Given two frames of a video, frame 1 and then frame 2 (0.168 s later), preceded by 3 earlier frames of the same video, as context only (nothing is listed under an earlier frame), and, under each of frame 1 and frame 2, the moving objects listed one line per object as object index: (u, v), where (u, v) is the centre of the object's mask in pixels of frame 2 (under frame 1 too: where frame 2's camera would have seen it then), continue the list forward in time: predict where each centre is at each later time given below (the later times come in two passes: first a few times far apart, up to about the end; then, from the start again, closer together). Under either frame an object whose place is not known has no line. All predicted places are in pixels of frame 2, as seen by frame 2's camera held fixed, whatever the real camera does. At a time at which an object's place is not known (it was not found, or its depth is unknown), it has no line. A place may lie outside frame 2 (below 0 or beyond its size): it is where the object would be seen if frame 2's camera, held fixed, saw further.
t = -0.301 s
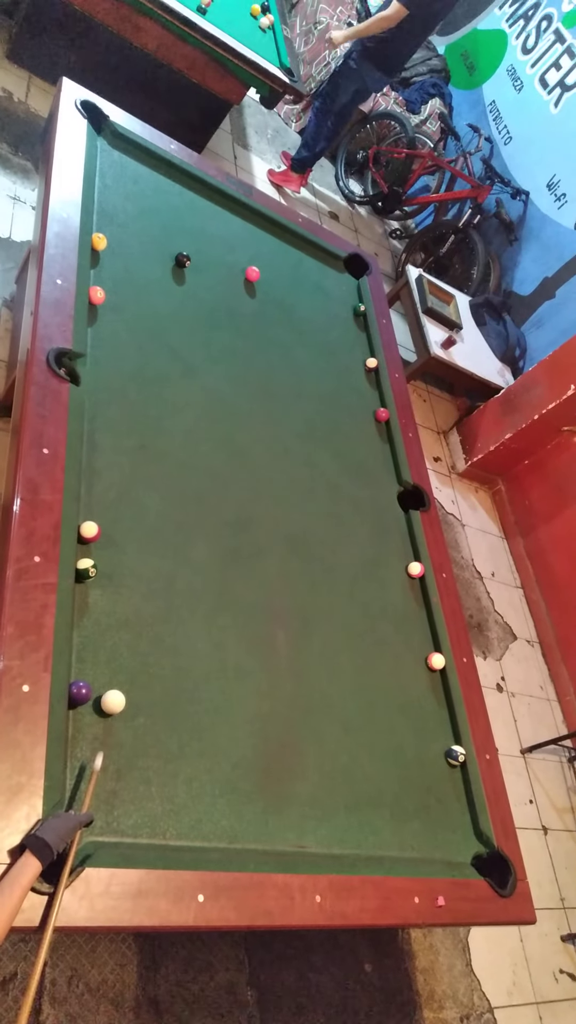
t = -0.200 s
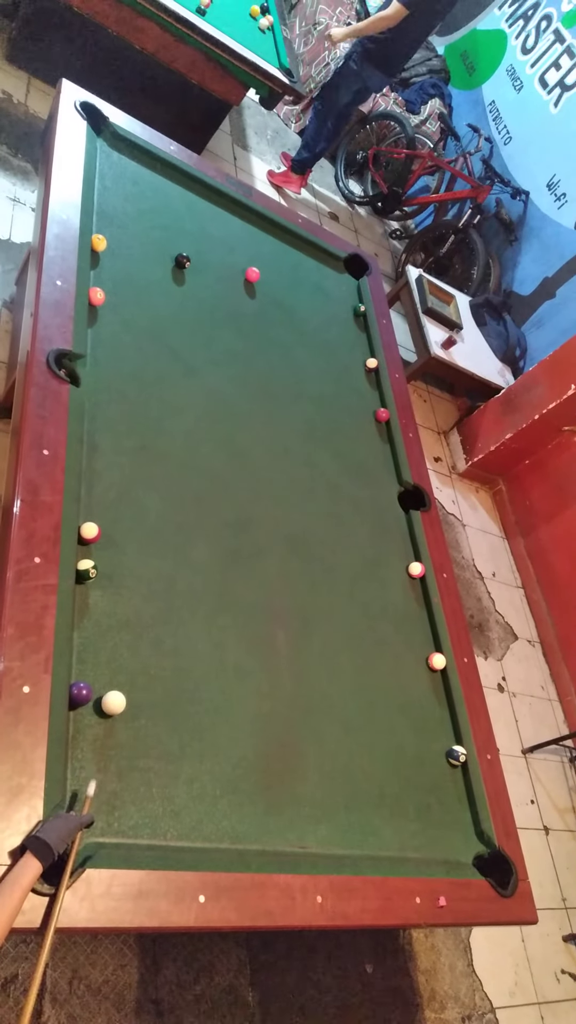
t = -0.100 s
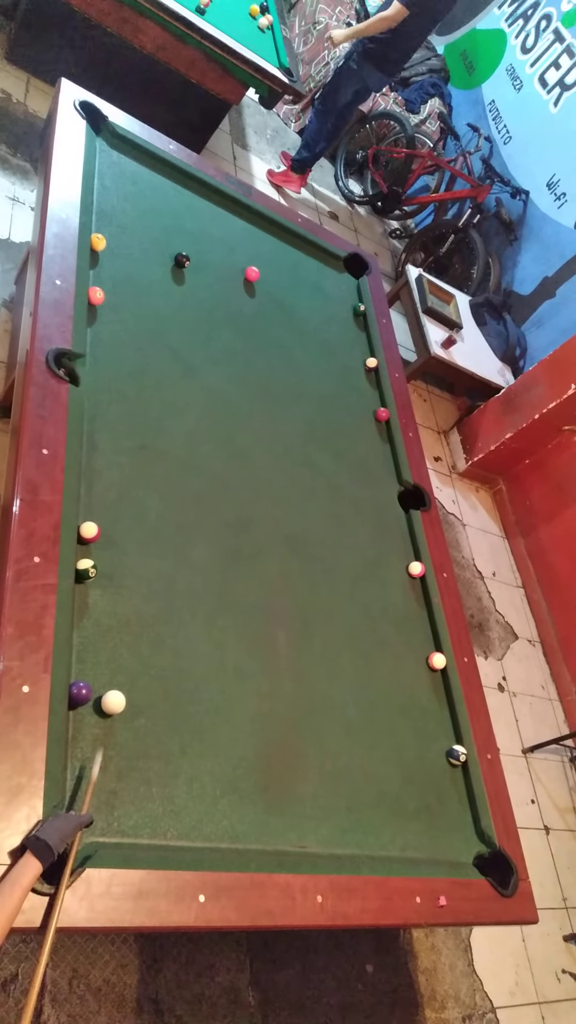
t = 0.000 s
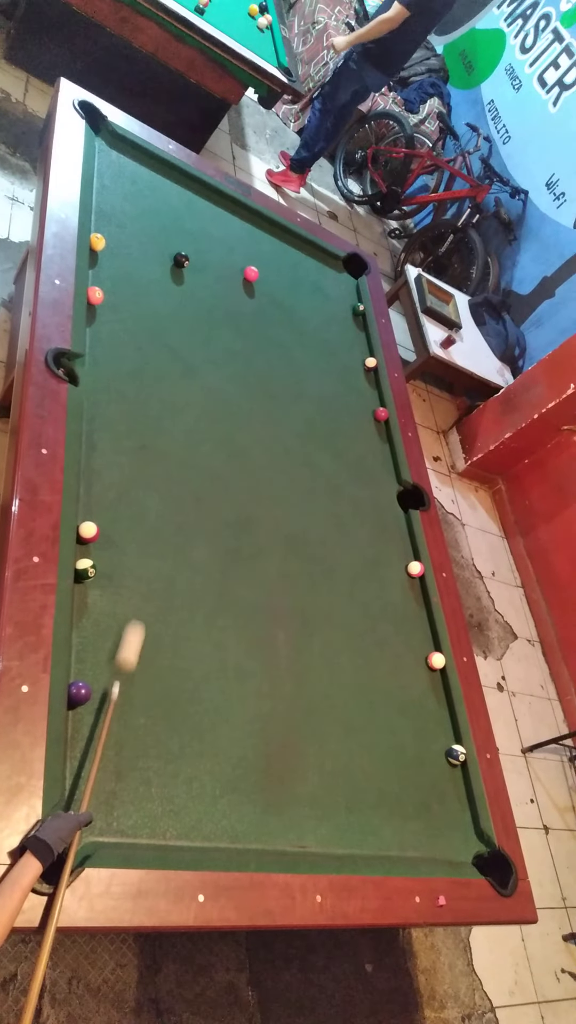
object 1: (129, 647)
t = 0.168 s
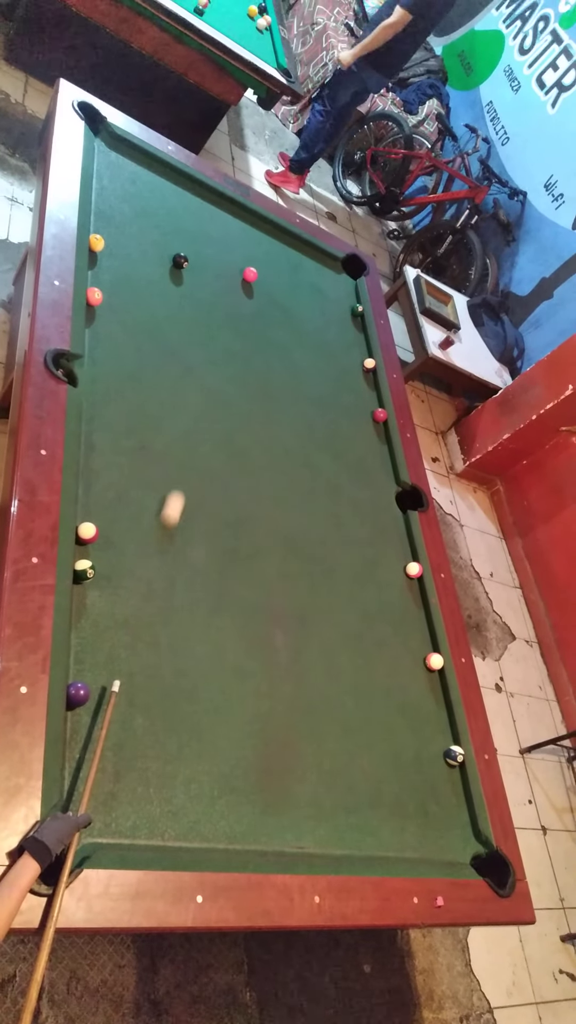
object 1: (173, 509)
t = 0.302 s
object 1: (197, 429)
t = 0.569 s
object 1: (234, 305)
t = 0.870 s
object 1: (209, 224)
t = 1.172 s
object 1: (180, 185)
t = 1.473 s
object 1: (158, 198)
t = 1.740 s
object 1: (137, 210)
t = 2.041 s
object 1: (111, 223)
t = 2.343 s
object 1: (99, 234)
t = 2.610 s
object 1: (104, 241)
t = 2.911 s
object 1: (109, 247)
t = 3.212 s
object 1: (114, 251)
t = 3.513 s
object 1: (116, 253)
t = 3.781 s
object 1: (116, 253)
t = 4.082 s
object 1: (115, 252)
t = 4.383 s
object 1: (115, 252)
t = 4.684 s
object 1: (115, 252)
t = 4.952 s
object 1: (115, 252)
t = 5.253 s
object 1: (115, 252)
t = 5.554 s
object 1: (115, 252)
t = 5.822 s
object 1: (115, 252)
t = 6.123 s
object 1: (116, 252)
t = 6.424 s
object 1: (116, 252)
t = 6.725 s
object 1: (115, 252)
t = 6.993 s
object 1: (116, 252)
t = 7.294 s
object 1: (115, 252)
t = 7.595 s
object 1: (115, 252)
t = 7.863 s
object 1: (115, 252)
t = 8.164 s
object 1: (115, 252)
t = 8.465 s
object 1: (116, 252)
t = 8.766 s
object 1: (116, 253)
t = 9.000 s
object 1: (116, 253)
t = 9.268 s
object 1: (117, 253)
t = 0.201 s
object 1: (180, 487)
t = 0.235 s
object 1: (186, 467)
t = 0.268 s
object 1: (192, 447)
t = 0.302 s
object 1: (197, 429)
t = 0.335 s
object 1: (202, 411)
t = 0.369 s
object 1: (208, 394)
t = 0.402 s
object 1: (213, 378)
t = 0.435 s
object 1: (217, 362)
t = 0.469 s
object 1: (222, 347)
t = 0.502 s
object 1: (226, 332)
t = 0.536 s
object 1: (230, 319)
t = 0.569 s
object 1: (234, 305)
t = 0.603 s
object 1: (238, 293)
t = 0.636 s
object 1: (241, 281)
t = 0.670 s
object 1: (238, 272)
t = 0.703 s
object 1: (231, 264)
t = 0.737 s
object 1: (226, 257)
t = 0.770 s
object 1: (221, 249)
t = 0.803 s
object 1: (217, 240)
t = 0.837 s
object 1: (213, 232)
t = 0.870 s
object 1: (209, 224)
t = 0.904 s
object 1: (206, 217)
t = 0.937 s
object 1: (202, 209)
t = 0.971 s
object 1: (198, 201)
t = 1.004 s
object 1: (194, 193)
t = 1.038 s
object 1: (191, 186)
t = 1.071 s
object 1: (188, 181)
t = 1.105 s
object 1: (185, 182)
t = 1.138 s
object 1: (182, 183)
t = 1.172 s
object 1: (180, 185)
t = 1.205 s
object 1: (178, 186)
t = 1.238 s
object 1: (175, 188)
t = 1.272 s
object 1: (173, 189)
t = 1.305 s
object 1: (170, 191)
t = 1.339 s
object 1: (168, 192)
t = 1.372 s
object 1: (165, 194)
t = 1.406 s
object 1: (163, 195)
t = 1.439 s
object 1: (160, 197)
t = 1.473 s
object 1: (158, 198)
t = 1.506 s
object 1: (155, 200)
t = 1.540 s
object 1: (152, 201)
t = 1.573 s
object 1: (150, 203)
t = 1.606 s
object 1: (147, 204)
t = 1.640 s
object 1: (145, 205)
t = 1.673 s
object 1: (142, 207)
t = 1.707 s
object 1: (139, 209)
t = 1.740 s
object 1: (137, 210)
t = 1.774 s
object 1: (134, 211)
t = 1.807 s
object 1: (131, 213)
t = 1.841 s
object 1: (129, 214)
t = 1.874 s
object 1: (126, 216)
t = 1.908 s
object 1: (123, 217)
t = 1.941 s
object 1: (120, 219)
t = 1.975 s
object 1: (117, 220)
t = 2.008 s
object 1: (115, 222)
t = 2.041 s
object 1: (111, 223)
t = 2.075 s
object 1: (109, 225)
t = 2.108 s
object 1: (106, 226)
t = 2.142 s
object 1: (103, 228)
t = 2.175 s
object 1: (101, 228)
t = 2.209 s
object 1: (98, 229)
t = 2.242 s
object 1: (97, 230)
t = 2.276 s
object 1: (97, 231)
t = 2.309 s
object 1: (98, 233)
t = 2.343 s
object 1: (99, 234)
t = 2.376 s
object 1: (99, 235)
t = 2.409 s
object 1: (100, 236)
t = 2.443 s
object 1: (101, 237)
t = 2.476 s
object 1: (102, 238)
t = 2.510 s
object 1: (102, 239)
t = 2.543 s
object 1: (103, 240)
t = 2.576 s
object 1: (103, 240)
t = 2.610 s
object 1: (104, 241)
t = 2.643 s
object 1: (105, 242)
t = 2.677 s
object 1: (105, 243)
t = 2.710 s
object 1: (106, 243)
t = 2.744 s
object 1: (107, 244)
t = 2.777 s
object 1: (107, 245)
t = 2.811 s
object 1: (108, 245)
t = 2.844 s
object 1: (108, 246)
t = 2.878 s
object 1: (109, 246)
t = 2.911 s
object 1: (109, 247)
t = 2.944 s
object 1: (110, 248)
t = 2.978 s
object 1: (111, 248)
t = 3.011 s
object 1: (111, 249)
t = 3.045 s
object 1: (112, 249)
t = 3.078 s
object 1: (112, 249)
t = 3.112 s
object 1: (113, 250)
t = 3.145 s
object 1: (113, 250)
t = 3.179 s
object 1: (113, 251)
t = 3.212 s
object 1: (114, 251)
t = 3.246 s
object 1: (114, 251)
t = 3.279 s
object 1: (114, 252)
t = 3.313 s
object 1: (115, 252)
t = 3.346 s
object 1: (115, 252)
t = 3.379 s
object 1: (116, 253)
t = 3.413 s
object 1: (116, 253)
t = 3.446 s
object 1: (116, 253)
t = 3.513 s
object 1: (116, 253)
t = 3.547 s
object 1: (116, 254)
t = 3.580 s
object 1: (116, 254)
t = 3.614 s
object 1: (116, 254)
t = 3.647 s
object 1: (116, 254)
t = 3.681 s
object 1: (116, 254)
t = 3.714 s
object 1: (116, 253)
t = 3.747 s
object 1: (116, 254)
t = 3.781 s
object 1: (116, 253)
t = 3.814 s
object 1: (116, 253)
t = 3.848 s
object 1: (116, 253)
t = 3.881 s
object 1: (116, 253)
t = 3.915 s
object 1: (116, 253)
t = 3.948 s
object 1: (115, 253)
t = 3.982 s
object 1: (115, 252)
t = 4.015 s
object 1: (115, 252)
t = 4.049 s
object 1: (115, 252)
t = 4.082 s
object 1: (115, 252)
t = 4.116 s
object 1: (115, 252)
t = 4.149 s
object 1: (115, 252)
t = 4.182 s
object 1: (115, 252)
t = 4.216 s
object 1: (115, 252)
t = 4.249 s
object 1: (115, 252)
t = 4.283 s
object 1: (115, 252)
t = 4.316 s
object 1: (116, 252)
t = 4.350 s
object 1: (116, 252)
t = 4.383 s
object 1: (115, 252)
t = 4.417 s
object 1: (115, 252)
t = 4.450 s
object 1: (116, 252)
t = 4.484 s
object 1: (115, 252)
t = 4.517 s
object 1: (115, 252)
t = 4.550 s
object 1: (115, 252)
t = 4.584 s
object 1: (115, 252)
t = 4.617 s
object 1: (115, 252)
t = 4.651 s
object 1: (115, 252)
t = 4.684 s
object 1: (115, 252)
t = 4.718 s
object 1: (115, 252)
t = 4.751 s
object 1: (115, 252)
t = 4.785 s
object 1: (115, 252)
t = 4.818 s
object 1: (115, 252)
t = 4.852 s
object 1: (115, 252)
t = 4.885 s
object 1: (115, 252)
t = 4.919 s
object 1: (115, 252)
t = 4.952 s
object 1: (115, 252)
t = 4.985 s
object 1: (115, 252)
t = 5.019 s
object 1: (115, 252)
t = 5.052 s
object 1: (115, 252)
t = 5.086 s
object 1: (115, 252)
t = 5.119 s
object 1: (115, 252)
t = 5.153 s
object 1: (116, 252)
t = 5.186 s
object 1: (115, 252)
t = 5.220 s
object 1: (115, 252)
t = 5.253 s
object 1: (115, 252)
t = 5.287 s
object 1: (115, 252)
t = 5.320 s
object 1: (115, 252)
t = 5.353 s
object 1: (115, 252)
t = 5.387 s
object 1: (115, 252)
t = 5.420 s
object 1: (115, 252)
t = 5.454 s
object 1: (115, 252)
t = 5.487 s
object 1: (115, 252)
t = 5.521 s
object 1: (115, 252)
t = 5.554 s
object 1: (115, 252)
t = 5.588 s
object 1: (115, 252)
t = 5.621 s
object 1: (115, 252)
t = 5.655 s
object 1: (115, 252)
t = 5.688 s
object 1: (115, 252)
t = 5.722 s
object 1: (115, 252)
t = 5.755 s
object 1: (115, 252)
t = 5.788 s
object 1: (115, 252)
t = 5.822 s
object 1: (115, 252)
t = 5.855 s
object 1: (115, 252)
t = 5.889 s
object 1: (115, 252)
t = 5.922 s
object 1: (115, 252)
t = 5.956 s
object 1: (115, 252)
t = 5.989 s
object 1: (115, 252)
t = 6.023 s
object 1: (115, 252)
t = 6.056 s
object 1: (115, 252)
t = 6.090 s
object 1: (115, 252)
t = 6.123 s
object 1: (116, 252)
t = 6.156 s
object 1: (115, 252)
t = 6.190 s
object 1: (115, 252)
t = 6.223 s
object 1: (116, 252)
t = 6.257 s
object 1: (115, 252)
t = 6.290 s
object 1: (115, 252)
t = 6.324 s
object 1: (116, 252)
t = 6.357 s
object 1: (115, 252)
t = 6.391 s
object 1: (116, 252)
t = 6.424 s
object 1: (116, 252)
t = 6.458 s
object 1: (115, 252)
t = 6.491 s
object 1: (115, 252)
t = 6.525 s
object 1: (115, 252)
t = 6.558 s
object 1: (115, 252)
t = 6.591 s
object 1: (115, 252)
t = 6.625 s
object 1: (115, 252)
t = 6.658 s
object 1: (115, 252)
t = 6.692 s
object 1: (115, 252)
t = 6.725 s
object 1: (115, 252)
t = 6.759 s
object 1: (115, 252)
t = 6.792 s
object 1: (115, 252)
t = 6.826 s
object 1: (115, 252)
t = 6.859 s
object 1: (115, 252)
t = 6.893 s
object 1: (115, 252)
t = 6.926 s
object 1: (115, 252)
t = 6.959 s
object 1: (115, 252)
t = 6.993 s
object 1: (116, 252)
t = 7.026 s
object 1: (116, 252)
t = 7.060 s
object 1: (116, 252)
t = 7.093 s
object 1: (116, 252)
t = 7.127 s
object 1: (116, 252)
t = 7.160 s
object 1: (116, 252)
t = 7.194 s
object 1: (116, 252)
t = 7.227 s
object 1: (116, 252)
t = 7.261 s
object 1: (116, 252)
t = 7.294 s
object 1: (115, 252)
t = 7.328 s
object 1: (115, 252)
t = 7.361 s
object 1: (115, 252)
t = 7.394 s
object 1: (115, 252)
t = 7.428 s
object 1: (115, 252)
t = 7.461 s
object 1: (115, 252)
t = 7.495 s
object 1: (115, 252)
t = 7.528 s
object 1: (115, 252)
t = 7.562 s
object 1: (115, 252)
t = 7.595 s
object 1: (115, 252)
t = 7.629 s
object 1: (115, 252)
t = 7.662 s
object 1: (115, 252)
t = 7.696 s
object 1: (115, 252)
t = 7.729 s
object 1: (115, 252)
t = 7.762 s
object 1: (115, 252)
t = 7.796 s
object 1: (115, 252)
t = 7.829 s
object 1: (115, 252)
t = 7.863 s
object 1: (115, 252)
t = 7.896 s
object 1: (115, 252)
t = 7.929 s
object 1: (116, 252)
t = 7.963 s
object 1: (116, 252)
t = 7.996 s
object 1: (116, 252)
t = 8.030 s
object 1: (115, 252)
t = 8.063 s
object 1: (115, 252)
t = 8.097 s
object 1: (116, 252)
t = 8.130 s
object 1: (115, 252)
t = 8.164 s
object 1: (115, 252)
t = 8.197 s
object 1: (116, 252)
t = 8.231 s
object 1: (116, 253)
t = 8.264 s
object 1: (116, 253)
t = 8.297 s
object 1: (116, 252)
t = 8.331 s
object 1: (116, 252)
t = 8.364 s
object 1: (116, 252)
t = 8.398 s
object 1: (116, 252)
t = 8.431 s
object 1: (116, 252)
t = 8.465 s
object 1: (116, 252)
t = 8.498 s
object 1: (116, 252)
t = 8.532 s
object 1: (116, 252)
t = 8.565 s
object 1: (116, 252)
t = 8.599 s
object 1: (115, 252)
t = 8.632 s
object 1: (115, 252)
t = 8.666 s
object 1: (116, 252)
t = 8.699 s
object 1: (116, 252)
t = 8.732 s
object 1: (116, 252)
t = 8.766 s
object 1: (116, 253)
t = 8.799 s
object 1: (116, 253)
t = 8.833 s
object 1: (116, 252)
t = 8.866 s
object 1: (116, 253)
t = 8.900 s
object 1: (116, 253)
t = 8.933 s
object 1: (116, 253)
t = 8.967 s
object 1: (116, 253)
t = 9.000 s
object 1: (116, 253)
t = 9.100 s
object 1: (117, 253)
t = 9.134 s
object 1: (117, 253)
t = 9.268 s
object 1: (117, 253)
